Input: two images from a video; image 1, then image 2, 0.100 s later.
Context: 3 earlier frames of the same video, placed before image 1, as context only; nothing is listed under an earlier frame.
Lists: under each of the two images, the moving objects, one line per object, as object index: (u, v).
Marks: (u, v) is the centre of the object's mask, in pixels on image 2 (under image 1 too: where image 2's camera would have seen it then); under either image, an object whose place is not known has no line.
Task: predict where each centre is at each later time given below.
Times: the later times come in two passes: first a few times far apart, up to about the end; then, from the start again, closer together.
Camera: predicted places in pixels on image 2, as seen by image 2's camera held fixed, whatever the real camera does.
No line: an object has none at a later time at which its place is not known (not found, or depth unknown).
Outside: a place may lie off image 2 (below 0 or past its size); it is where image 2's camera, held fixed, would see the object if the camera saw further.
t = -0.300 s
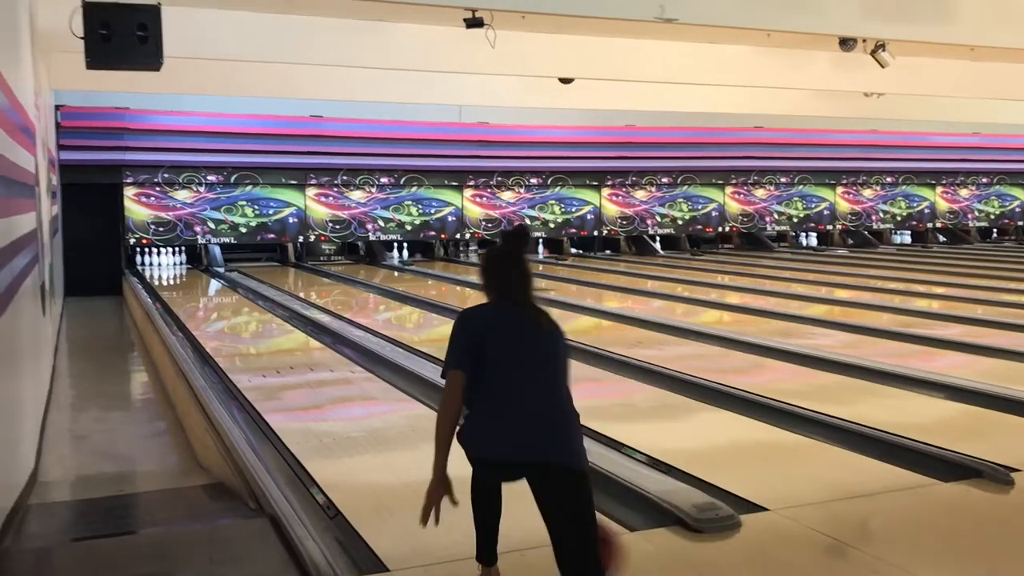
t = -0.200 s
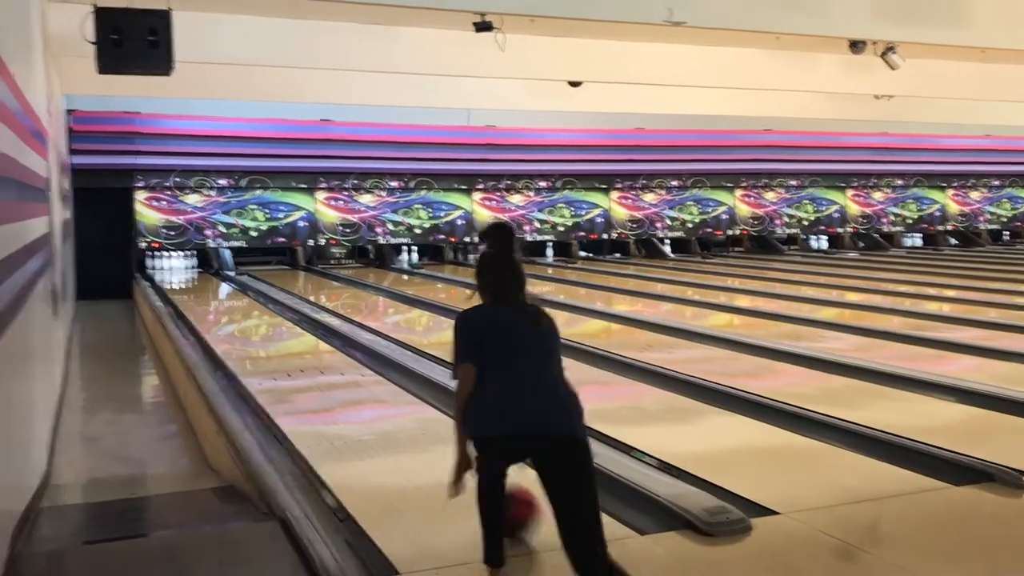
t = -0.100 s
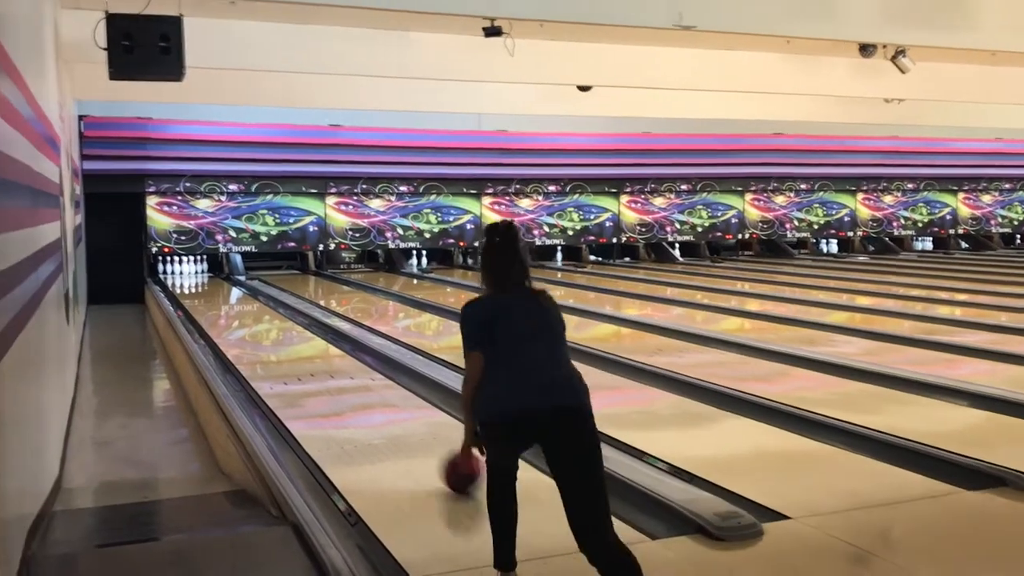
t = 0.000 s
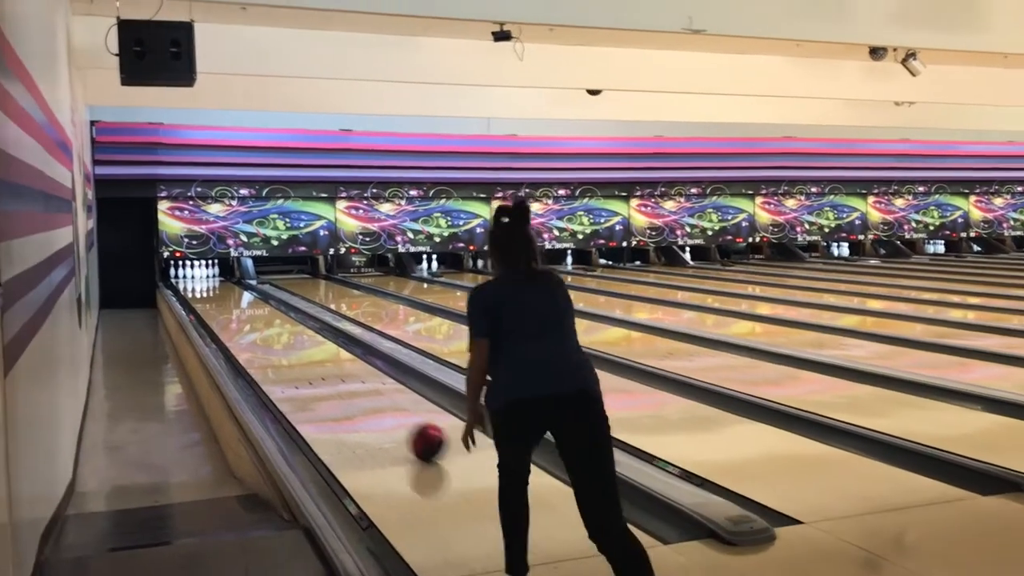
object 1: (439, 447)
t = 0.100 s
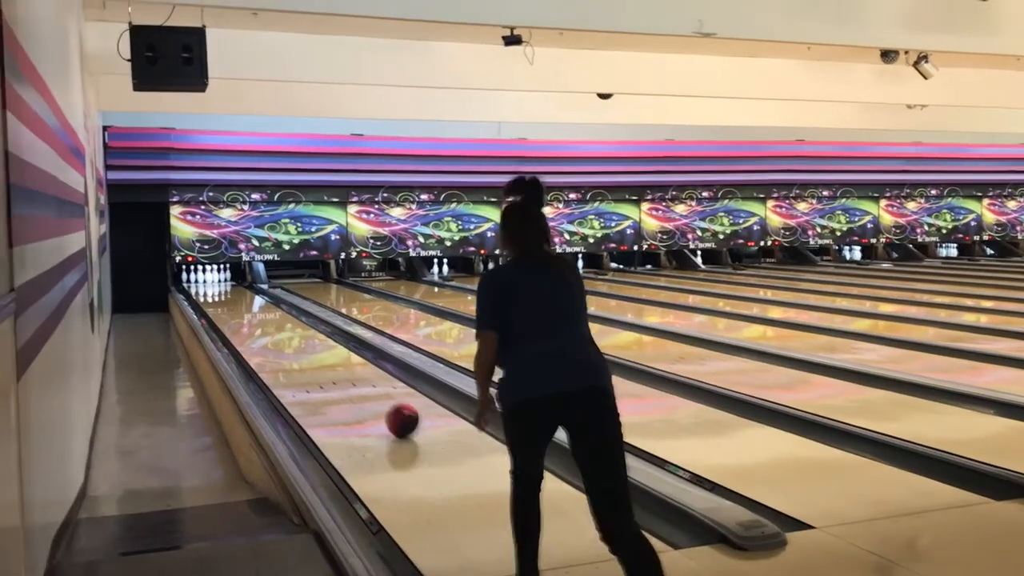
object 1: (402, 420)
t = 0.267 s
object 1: (358, 389)
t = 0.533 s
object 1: (310, 354)
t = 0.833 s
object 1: (277, 330)
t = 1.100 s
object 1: (256, 315)
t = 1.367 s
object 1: (239, 304)
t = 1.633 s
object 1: (226, 294)
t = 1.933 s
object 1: (216, 287)
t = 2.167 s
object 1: (209, 283)
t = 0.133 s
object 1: (392, 413)
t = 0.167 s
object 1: (382, 406)
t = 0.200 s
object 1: (374, 400)
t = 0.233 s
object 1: (365, 394)
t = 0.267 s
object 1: (358, 389)
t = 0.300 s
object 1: (350, 383)
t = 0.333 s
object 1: (343, 378)
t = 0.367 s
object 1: (337, 374)
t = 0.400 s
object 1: (332, 370)
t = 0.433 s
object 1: (326, 365)
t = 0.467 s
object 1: (321, 362)
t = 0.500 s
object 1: (316, 358)
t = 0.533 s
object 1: (310, 354)
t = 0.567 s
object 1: (306, 351)
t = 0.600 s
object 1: (302, 348)
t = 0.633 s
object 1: (298, 345)
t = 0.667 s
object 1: (294, 343)
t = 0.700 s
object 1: (290, 339)
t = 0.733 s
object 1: (287, 337)
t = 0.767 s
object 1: (283, 334)
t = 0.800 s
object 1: (280, 332)
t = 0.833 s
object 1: (277, 330)
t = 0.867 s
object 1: (274, 328)
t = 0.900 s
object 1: (271, 326)
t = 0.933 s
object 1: (268, 323)
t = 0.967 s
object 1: (265, 321)
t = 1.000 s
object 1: (262, 320)
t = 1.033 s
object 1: (260, 318)
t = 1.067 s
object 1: (259, 316)
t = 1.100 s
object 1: (256, 315)
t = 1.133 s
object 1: (253, 313)
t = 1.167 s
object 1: (251, 312)
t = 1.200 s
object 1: (249, 310)
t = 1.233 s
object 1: (247, 308)
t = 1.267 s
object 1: (245, 307)
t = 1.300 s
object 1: (243, 306)
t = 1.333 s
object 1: (241, 305)
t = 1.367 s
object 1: (239, 304)
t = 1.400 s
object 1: (237, 303)
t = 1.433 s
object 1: (235, 301)
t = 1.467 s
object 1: (234, 300)
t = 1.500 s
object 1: (232, 298)
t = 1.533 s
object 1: (230, 297)
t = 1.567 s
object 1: (228, 296)
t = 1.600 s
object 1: (227, 295)
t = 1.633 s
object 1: (226, 294)
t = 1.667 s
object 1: (225, 294)
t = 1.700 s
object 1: (223, 293)
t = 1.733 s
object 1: (223, 292)
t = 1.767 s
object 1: (222, 291)
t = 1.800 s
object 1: (220, 290)
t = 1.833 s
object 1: (219, 289)
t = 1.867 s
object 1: (217, 288)
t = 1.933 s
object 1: (216, 287)
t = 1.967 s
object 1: (214, 287)
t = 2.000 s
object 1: (213, 286)
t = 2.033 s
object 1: (213, 285)
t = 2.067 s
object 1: (211, 285)
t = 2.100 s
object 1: (211, 284)
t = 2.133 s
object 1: (210, 283)
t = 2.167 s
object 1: (209, 283)
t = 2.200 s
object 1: (208, 282)
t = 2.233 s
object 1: (207, 281)
